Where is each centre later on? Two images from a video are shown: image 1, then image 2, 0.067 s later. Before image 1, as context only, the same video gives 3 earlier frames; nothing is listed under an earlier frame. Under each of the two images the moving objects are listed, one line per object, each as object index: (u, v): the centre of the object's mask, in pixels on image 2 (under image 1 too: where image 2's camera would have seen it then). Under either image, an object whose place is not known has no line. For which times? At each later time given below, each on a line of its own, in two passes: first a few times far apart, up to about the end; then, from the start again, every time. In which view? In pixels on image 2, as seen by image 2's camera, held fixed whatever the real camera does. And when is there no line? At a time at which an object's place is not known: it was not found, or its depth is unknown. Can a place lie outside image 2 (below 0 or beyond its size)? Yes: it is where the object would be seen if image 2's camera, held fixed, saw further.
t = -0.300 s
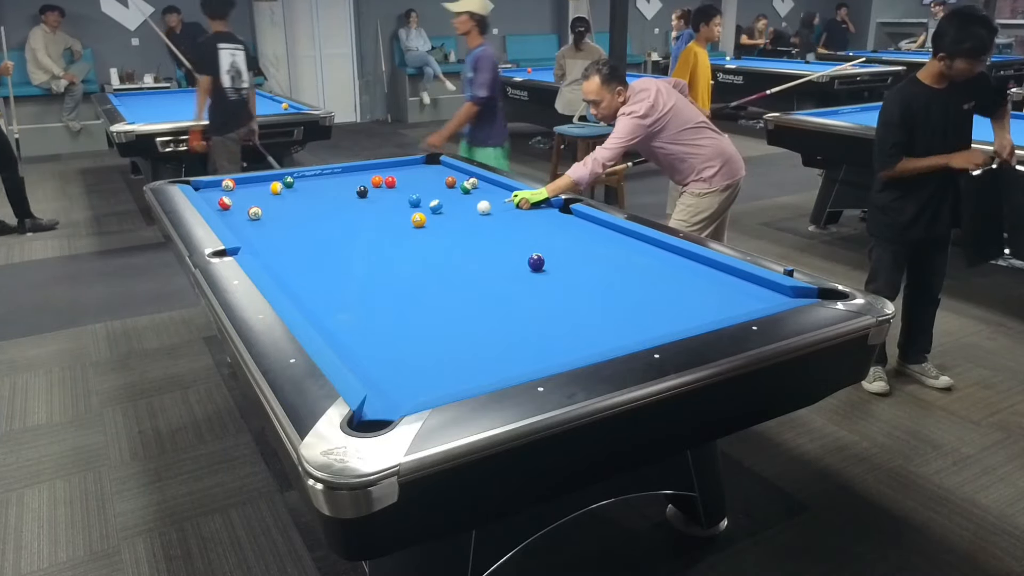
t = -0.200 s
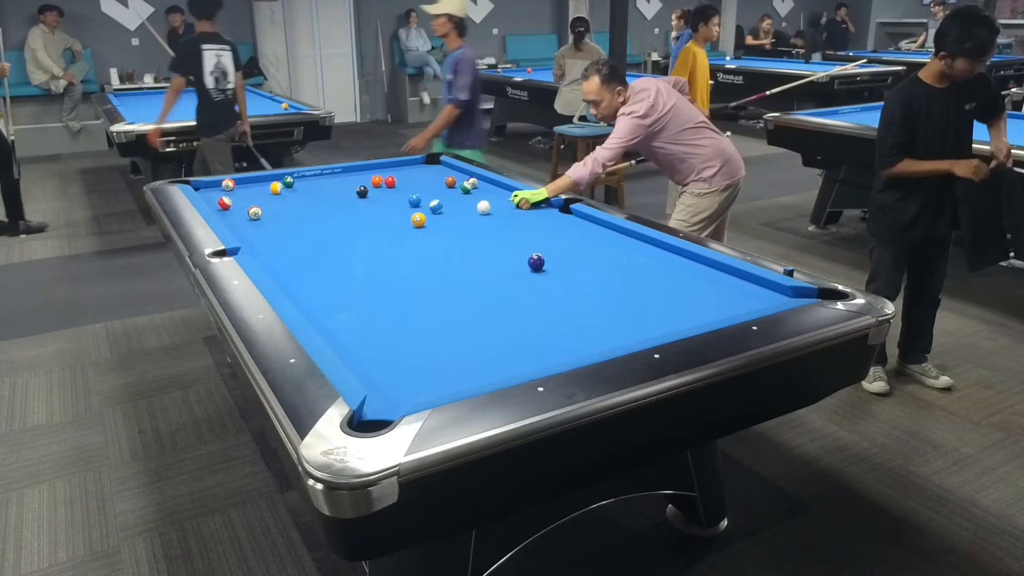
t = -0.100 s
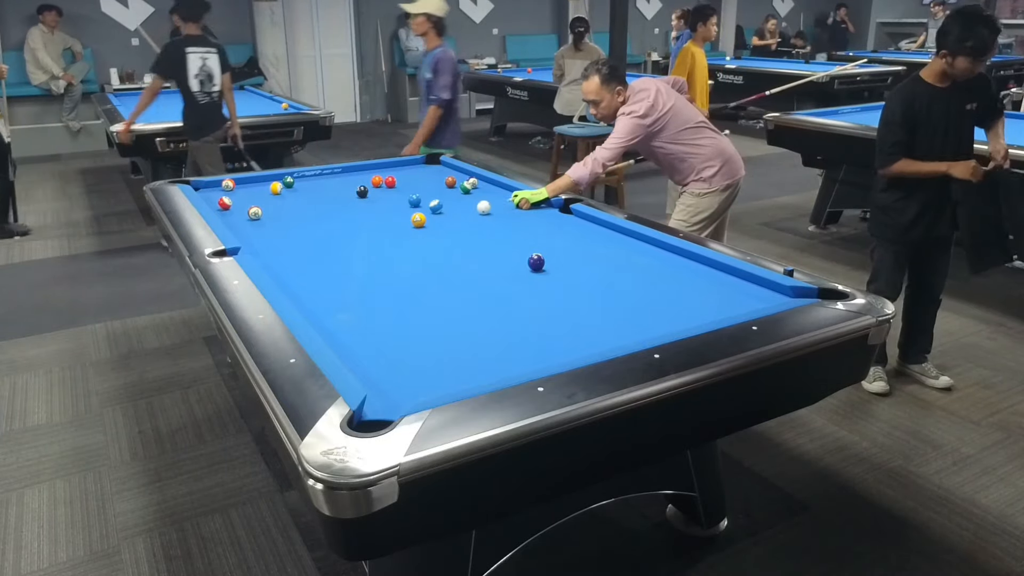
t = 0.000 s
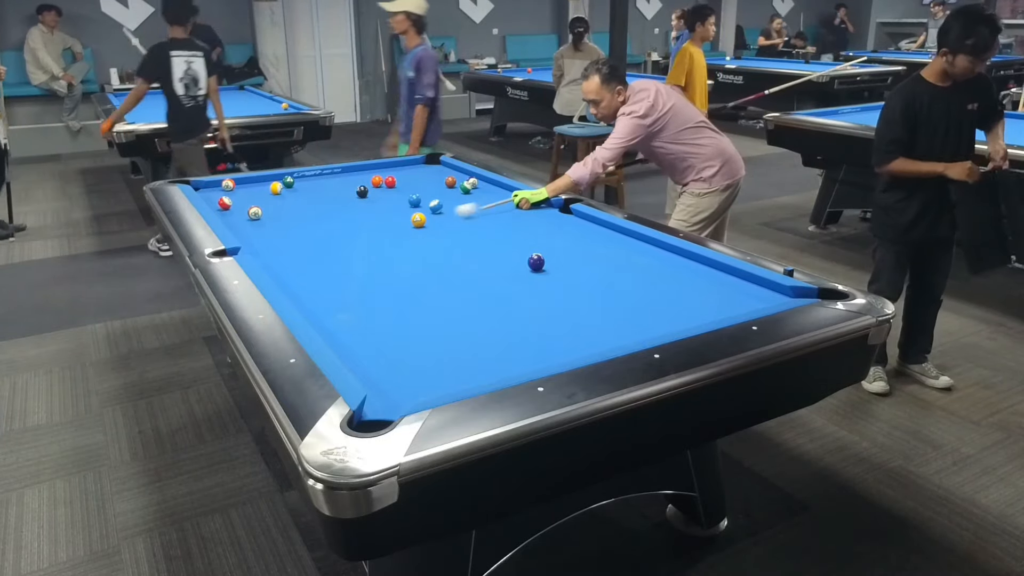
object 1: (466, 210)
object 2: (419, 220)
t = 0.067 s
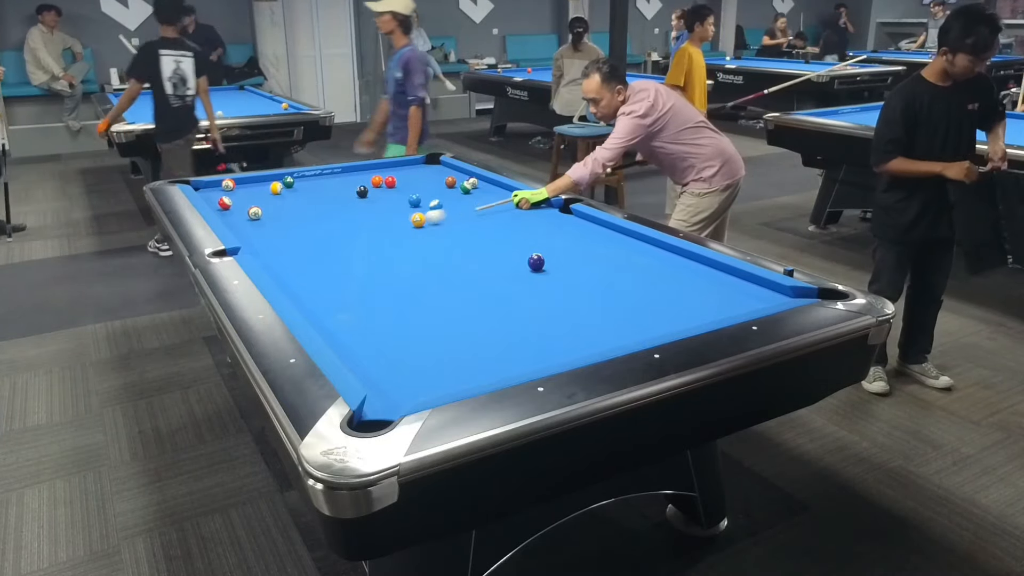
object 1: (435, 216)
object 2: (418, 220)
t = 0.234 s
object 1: (429, 220)
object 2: (344, 231)
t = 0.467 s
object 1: (425, 223)
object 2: (252, 247)
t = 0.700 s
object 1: (422, 226)
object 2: (290, 242)
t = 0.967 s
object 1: (417, 229)
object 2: (332, 237)
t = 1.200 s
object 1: (414, 231)
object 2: (365, 232)
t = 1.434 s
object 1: (411, 234)
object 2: (396, 228)
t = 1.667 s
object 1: (409, 235)
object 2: (424, 225)
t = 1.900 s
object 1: (407, 237)
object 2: (451, 221)
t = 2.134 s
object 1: (406, 238)
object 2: (475, 218)
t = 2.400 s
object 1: (405, 238)
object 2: (501, 215)
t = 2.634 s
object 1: (405, 238)
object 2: (521, 212)
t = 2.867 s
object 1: (405, 239)
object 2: (540, 209)
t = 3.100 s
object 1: (405, 239)
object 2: (557, 206)
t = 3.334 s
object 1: (405, 239)
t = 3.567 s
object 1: (405, 239)
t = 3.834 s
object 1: (405, 239)
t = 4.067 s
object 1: (405, 239)
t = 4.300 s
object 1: (405, 239)
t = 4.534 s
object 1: (405, 239)
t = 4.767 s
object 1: (405, 239)
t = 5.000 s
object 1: (405, 239)
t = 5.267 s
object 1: (405, 239)
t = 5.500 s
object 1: (405, 239)
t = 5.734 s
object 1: (405, 239)
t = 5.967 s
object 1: (405, 239)
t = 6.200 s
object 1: (405, 239)
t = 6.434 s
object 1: (405, 239)
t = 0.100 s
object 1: (432, 218)
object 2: (405, 221)
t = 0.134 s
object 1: (431, 218)
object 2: (389, 224)
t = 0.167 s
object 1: (431, 219)
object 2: (374, 227)
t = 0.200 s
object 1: (430, 219)
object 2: (359, 229)
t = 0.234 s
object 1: (429, 220)
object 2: (344, 231)
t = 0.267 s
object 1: (429, 220)
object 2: (330, 234)
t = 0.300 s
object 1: (428, 221)
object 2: (316, 236)
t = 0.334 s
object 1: (428, 221)
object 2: (303, 238)
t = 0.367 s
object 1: (427, 222)
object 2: (290, 241)
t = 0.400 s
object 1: (427, 222)
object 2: (277, 243)
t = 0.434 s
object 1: (426, 223)
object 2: (264, 245)
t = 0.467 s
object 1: (425, 223)
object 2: (252, 247)
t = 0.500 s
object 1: (425, 224)
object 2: (255, 247)
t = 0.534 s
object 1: (424, 224)
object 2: (262, 246)
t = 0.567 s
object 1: (424, 225)
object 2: (268, 245)
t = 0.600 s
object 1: (423, 225)
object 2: (274, 244)
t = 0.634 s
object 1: (423, 225)
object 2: (280, 244)
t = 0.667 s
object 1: (422, 226)
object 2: (285, 243)
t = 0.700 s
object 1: (422, 226)
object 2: (290, 242)
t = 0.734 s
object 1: (421, 227)
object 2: (296, 241)
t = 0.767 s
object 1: (421, 227)
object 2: (301, 241)
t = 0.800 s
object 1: (420, 227)
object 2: (307, 240)
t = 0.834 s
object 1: (419, 228)
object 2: (311, 239)
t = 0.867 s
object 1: (419, 228)
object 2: (316, 239)
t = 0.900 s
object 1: (418, 229)
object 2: (322, 238)
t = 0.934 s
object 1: (418, 229)
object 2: (327, 237)
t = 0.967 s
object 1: (417, 229)
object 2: (332, 237)
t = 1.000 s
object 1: (417, 230)
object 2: (337, 236)
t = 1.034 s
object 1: (417, 230)
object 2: (342, 235)
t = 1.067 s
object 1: (416, 230)
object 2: (346, 234)
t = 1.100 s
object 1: (416, 231)
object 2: (351, 234)
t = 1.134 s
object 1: (415, 231)
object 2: (356, 233)
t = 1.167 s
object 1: (415, 231)
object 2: (360, 233)
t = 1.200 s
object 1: (414, 231)
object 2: (365, 232)
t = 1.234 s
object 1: (414, 232)
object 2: (369, 232)
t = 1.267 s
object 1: (413, 232)
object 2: (374, 231)
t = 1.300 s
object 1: (413, 232)
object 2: (379, 230)
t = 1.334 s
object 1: (413, 233)
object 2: (383, 230)
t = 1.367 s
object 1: (412, 233)
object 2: (387, 229)
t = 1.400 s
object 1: (412, 233)
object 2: (392, 228)
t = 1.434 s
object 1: (411, 234)
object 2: (396, 228)
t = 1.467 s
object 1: (411, 234)
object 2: (400, 227)
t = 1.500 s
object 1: (411, 234)
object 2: (403, 226)
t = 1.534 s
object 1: (411, 235)
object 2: (408, 224)
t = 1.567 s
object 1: (410, 235)
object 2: (413, 224)
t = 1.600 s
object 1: (410, 235)
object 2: (417, 224)
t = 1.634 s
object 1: (409, 235)
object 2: (421, 225)
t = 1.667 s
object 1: (409, 235)
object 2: (424, 225)
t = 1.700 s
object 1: (409, 236)
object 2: (428, 224)
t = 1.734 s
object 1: (409, 236)
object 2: (432, 224)
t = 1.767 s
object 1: (408, 236)
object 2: (436, 223)
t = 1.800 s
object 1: (408, 236)
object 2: (440, 222)
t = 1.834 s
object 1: (408, 236)
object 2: (444, 222)
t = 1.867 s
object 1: (407, 237)
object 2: (447, 221)
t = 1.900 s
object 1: (407, 237)
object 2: (451, 221)
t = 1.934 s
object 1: (407, 237)
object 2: (454, 221)
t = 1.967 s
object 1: (407, 237)
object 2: (458, 220)
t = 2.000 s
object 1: (407, 237)
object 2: (461, 220)
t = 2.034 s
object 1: (407, 237)
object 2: (465, 219)
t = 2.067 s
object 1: (406, 237)
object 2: (468, 219)
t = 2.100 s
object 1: (406, 237)
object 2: (472, 218)
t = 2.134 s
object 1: (406, 238)
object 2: (475, 218)
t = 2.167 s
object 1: (406, 238)
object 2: (478, 217)
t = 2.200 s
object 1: (406, 238)
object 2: (482, 217)
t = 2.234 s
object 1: (406, 238)
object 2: (485, 216)
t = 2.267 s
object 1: (406, 238)
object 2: (488, 216)
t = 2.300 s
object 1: (406, 238)
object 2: (491, 216)
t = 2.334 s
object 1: (405, 238)
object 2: (494, 215)
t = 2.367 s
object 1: (405, 238)
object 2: (497, 215)
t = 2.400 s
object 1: (405, 238)
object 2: (501, 215)
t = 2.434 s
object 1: (405, 238)
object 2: (504, 214)
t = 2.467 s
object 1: (405, 238)
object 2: (507, 214)
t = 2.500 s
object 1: (405, 238)
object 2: (510, 213)
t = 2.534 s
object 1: (405, 238)
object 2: (512, 213)
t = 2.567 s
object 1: (405, 238)
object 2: (515, 213)
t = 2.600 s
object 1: (405, 238)
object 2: (518, 212)
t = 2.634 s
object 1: (405, 238)
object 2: (521, 212)
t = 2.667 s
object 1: (405, 238)
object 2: (524, 211)
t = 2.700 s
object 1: (405, 238)
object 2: (527, 211)
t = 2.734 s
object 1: (405, 238)
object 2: (529, 211)
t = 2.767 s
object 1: (405, 238)
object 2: (532, 210)
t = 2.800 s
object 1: (405, 238)
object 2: (534, 210)
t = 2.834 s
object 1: (405, 238)
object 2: (537, 209)
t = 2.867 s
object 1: (405, 239)
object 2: (540, 209)
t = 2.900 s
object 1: (405, 239)
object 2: (543, 208)
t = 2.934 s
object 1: (405, 239)
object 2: (545, 208)
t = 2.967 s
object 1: (405, 239)
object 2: (547, 208)
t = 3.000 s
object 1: (405, 239)
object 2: (550, 207)
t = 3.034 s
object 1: (405, 239)
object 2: (552, 207)
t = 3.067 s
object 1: (405, 239)
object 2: (555, 207)
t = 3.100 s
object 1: (405, 239)
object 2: (557, 206)
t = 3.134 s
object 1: (405, 239)
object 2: (560, 206)
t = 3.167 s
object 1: (405, 239)
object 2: (562, 206)
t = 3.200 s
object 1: (405, 239)
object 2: (564, 206)
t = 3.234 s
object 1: (405, 239)
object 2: (565, 208)
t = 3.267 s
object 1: (405, 239)
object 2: (568, 211)
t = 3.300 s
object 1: (405, 239)
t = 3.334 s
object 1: (405, 239)
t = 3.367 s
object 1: (405, 239)
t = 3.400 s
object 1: (405, 239)
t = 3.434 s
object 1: (405, 239)
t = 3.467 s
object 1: (405, 239)
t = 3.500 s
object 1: (405, 239)
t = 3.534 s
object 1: (405, 239)
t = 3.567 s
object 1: (405, 239)
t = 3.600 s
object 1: (405, 239)
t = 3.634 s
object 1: (405, 239)
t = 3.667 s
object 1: (405, 239)
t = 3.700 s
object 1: (405, 239)
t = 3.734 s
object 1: (405, 239)
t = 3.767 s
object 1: (405, 239)
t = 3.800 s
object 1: (405, 239)
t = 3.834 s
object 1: (405, 239)
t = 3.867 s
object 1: (405, 239)
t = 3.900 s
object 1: (405, 239)
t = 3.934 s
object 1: (405, 239)
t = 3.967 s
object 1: (405, 239)
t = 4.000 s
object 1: (405, 239)
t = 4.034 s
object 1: (405, 239)
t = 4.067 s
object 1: (405, 239)
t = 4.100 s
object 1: (405, 239)
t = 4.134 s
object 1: (405, 239)
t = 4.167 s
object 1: (405, 239)
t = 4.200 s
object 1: (405, 239)
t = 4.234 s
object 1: (405, 239)
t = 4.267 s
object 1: (405, 239)
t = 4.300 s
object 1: (405, 239)
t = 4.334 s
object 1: (405, 239)
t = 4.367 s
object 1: (405, 239)
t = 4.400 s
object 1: (405, 239)
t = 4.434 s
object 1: (405, 239)
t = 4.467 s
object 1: (405, 239)
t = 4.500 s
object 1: (405, 239)
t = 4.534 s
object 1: (405, 239)
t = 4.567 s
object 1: (405, 239)
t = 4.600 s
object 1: (405, 239)
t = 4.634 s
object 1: (405, 239)
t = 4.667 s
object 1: (405, 239)
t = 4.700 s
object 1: (405, 239)
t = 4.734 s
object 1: (405, 239)
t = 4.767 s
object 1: (405, 239)
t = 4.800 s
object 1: (405, 239)
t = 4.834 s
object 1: (405, 239)
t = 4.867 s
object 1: (405, 239)
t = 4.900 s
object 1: (405, 239)
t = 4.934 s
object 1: (405, 239)
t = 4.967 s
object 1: (405, 239)
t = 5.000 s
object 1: (405, 239)
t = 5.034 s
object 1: (405, 239)
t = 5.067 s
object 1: (405, 239)
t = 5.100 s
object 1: (405, 239)
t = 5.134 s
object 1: (405, 239)
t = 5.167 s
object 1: (405, 239)
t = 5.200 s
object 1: (405, 239)
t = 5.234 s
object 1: (405, 239)
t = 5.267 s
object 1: (405, 239)
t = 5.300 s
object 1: (405, 239)
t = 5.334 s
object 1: (405, 239)
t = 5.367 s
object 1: (405, 239)
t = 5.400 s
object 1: (405, 239)
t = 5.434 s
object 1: (405, 239)
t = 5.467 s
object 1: (405, 239)
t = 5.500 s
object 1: (405, 239)
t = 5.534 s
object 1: (405, 239)
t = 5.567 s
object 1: (405, 239)
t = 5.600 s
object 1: (405, 239)
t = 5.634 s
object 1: (405, 239)
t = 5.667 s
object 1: (405, 239)
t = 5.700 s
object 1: (405, 239)
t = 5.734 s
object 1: (405, 239)
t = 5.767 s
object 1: (405, 239)
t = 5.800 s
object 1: (405, 239)
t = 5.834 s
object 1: (405, 239)
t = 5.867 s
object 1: (405, 239)
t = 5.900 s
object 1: (405, 239)
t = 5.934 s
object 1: (405, 239)
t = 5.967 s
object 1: (405, 239)
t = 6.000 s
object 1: (405, 239)
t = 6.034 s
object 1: (405, 239)
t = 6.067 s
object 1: (405, 239)
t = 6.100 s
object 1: (405, 239)
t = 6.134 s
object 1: (405, 239)
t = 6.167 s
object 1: (405, 239)
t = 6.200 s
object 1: (405, 239)
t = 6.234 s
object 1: (405, 239)
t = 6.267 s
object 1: (405, 239)
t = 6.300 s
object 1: (405, 239)
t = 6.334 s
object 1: (405, 239)
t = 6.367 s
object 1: (405, 239)
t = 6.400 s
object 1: (405, 239)
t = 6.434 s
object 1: (405, 239)
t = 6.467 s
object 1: (405, 239)
